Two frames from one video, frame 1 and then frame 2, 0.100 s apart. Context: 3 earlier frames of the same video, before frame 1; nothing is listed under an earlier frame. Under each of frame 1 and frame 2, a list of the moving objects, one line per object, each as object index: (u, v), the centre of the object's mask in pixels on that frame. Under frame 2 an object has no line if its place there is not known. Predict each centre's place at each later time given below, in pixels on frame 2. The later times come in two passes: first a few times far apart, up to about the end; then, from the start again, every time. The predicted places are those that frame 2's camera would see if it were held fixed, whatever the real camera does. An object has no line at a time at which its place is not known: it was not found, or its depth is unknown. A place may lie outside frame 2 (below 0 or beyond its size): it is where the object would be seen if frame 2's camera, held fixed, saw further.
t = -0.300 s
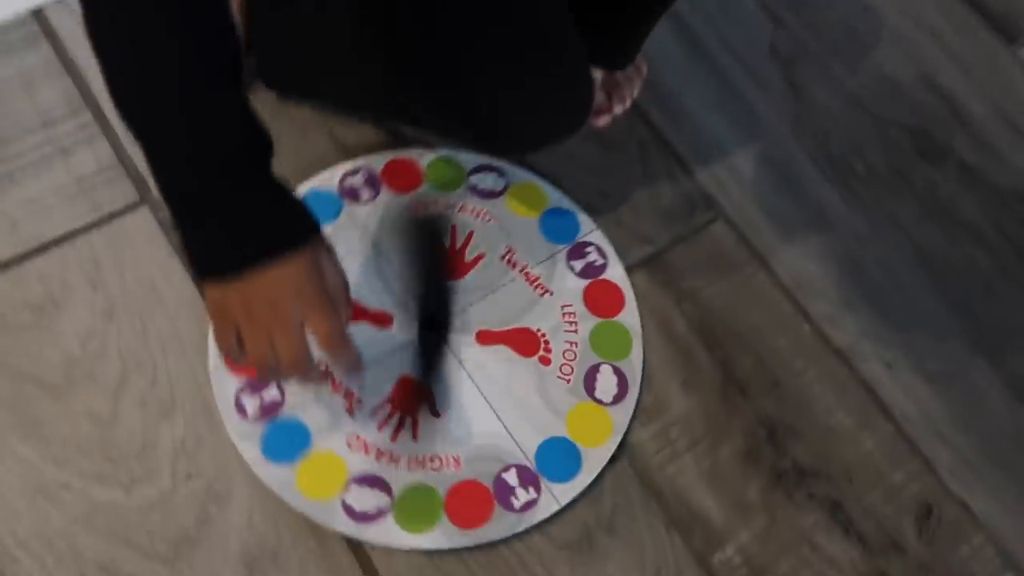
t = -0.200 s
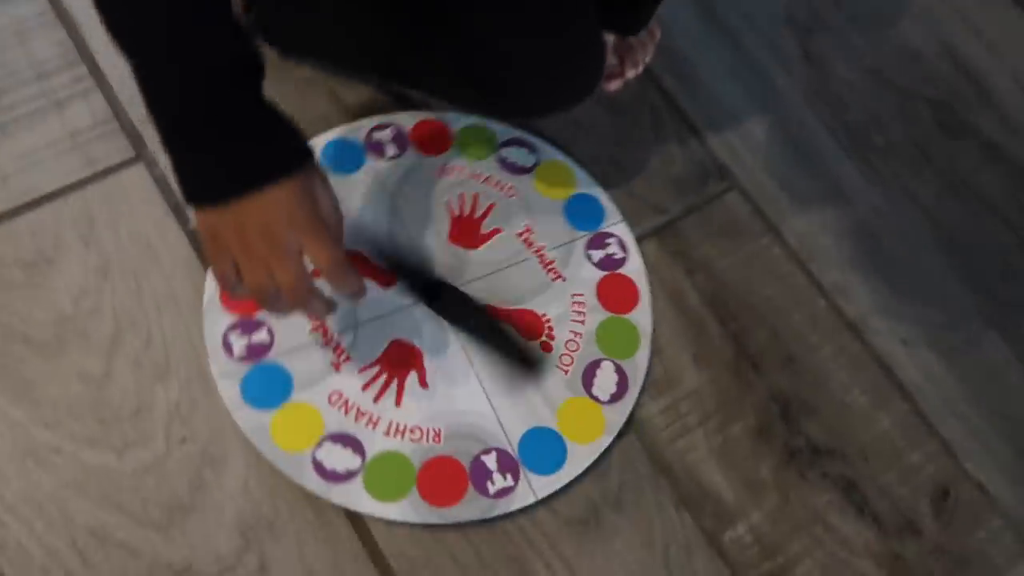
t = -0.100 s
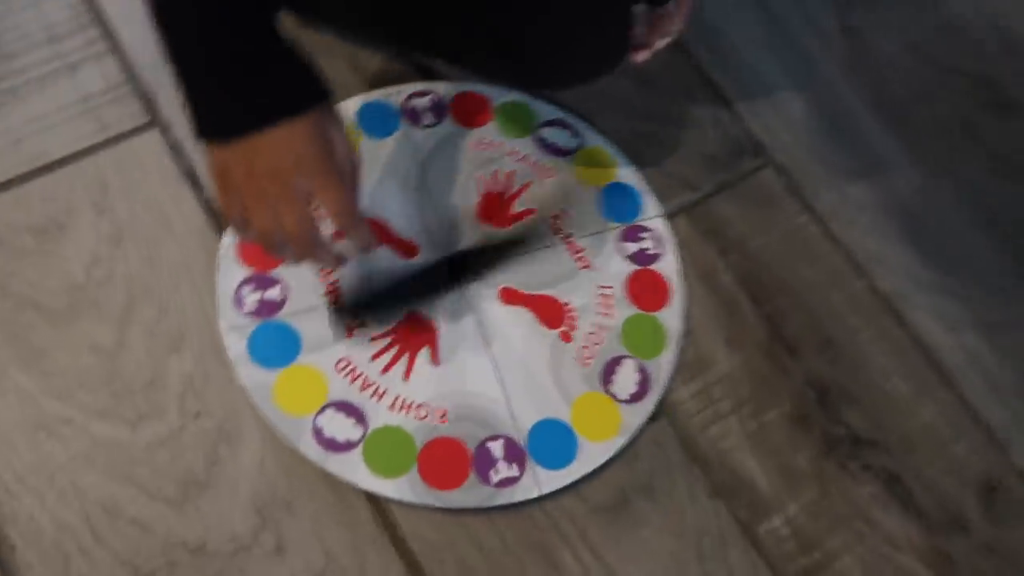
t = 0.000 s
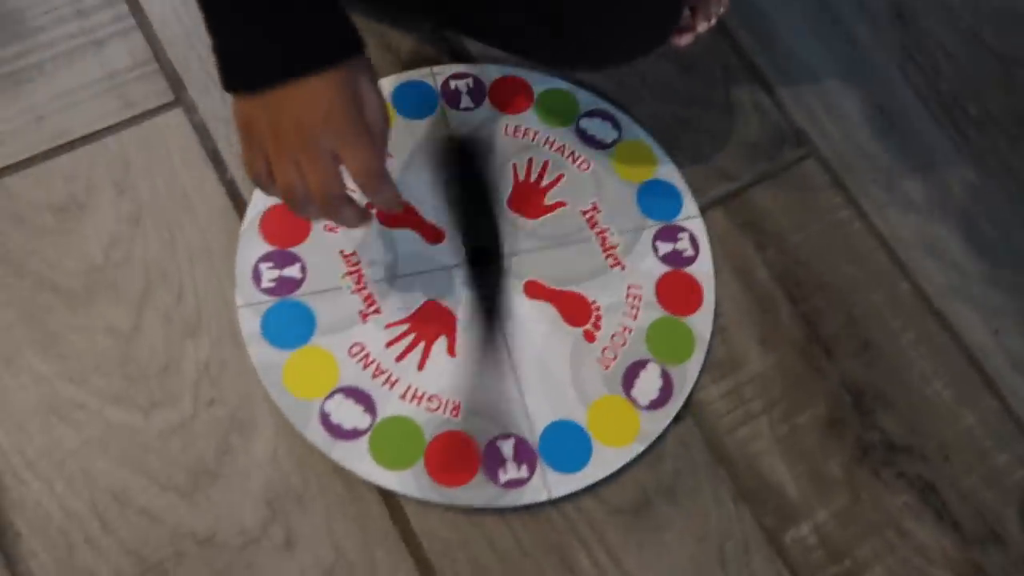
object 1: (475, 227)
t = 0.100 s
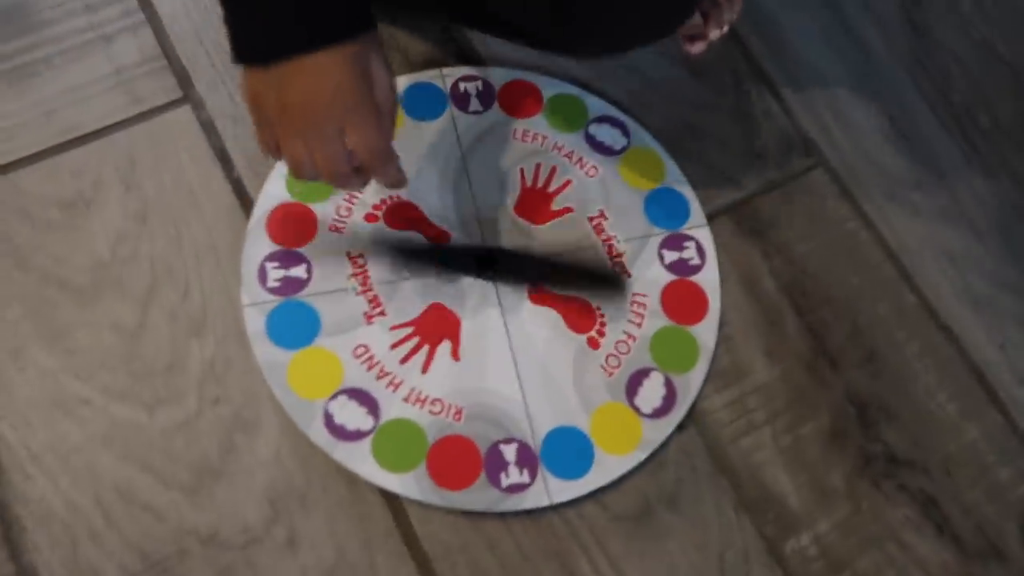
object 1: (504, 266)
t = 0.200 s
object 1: (483, 256)
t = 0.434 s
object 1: (500, 247)
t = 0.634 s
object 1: (486, 276)
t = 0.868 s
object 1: (485, 258)
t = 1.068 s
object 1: (495, 261)
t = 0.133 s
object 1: (501, 274)
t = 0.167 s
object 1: (487, 267)
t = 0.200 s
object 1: (483, 256)
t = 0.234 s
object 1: (461, 289)
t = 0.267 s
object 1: (460, 269)
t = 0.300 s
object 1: (465, 257)
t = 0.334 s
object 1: (467, 246)
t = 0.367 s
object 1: (479, 240)
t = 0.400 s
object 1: (489, 239)
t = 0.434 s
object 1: (500, 247)
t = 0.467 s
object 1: (511, 250)
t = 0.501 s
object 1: (513, 261)
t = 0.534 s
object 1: (520, 274)
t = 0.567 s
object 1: (490, 266)
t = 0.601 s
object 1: (496, 282)
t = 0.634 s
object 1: (486, 276)
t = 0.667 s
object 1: (478, 284)
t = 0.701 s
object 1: (473, 276)
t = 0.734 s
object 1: (488, 261)
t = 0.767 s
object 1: (466, 262)
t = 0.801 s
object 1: (475, 258)
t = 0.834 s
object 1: (474, 251)
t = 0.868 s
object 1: (485, 258)
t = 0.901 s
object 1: (488, 268)
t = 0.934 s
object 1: (488, 262)
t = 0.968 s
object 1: (491, 253)
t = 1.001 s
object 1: (492, 260)
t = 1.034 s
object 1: (493, 260)
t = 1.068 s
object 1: (495, 261)
